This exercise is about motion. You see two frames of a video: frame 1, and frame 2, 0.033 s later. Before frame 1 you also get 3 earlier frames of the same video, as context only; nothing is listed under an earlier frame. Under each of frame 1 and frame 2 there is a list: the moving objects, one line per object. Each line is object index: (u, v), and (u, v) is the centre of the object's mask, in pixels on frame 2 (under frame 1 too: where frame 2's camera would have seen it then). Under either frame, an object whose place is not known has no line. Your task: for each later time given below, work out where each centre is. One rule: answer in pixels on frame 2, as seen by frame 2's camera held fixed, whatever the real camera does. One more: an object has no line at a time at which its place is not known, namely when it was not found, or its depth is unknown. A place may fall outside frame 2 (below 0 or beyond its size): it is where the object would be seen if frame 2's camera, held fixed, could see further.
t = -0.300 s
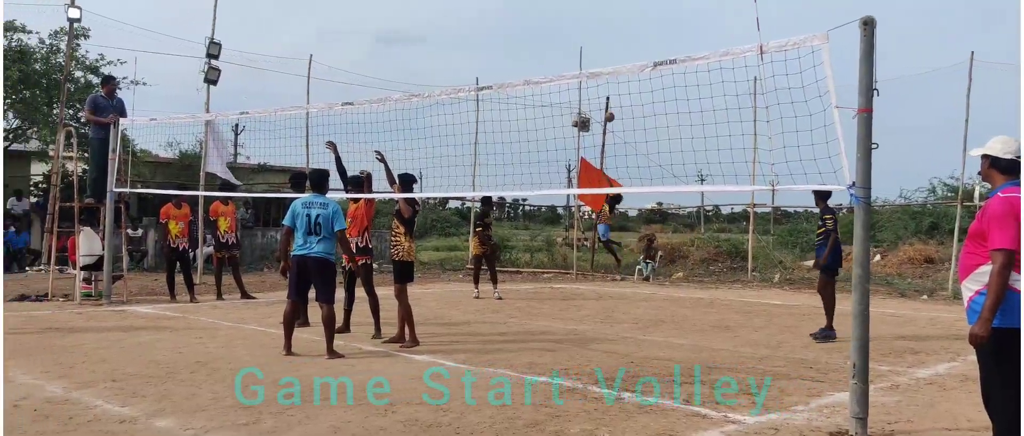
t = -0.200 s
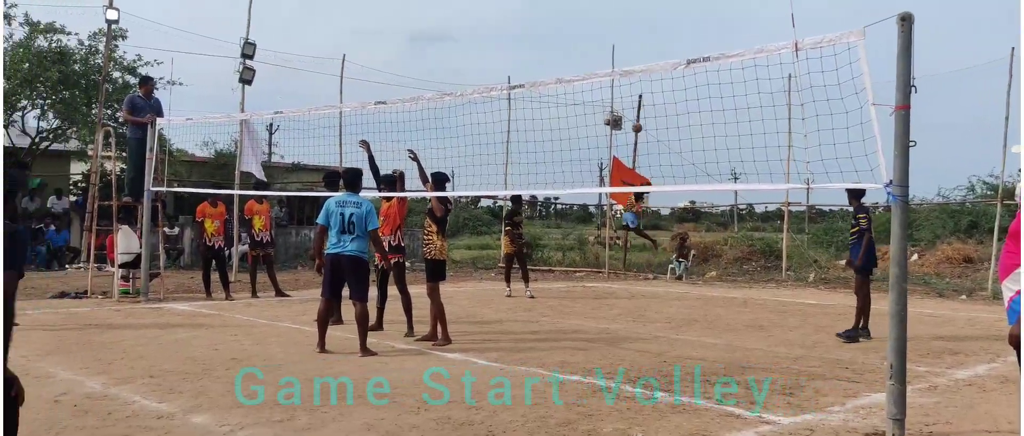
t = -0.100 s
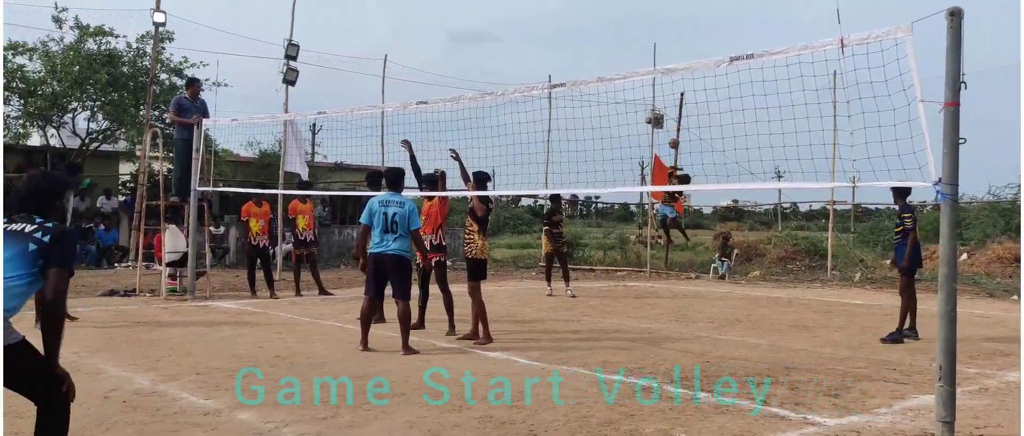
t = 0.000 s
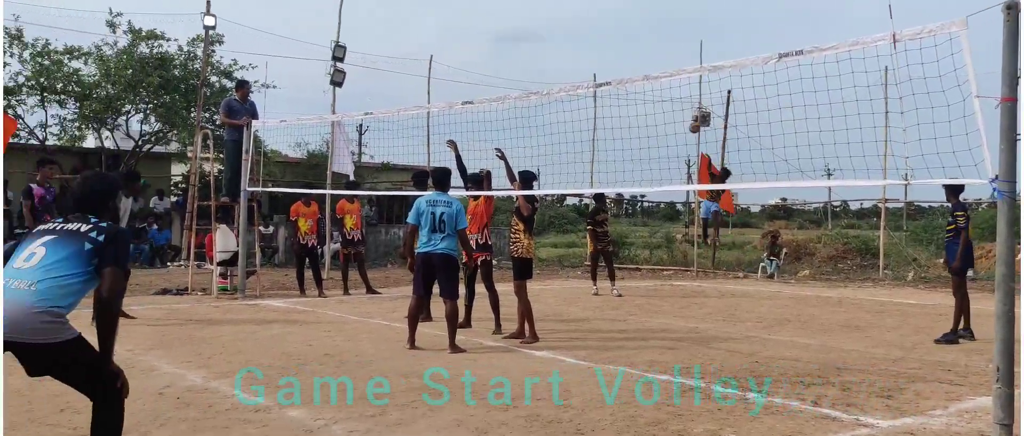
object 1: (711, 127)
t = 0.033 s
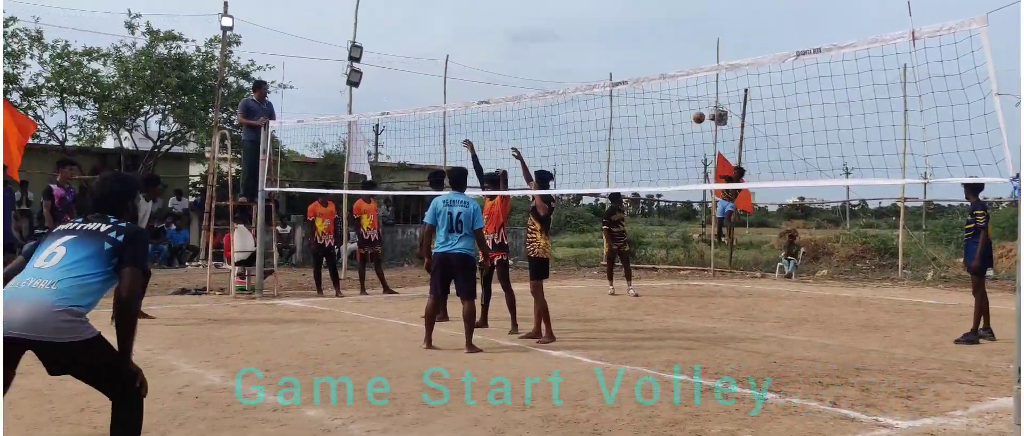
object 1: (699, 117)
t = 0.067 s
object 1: (686, 108)
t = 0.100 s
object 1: (673, 100)
